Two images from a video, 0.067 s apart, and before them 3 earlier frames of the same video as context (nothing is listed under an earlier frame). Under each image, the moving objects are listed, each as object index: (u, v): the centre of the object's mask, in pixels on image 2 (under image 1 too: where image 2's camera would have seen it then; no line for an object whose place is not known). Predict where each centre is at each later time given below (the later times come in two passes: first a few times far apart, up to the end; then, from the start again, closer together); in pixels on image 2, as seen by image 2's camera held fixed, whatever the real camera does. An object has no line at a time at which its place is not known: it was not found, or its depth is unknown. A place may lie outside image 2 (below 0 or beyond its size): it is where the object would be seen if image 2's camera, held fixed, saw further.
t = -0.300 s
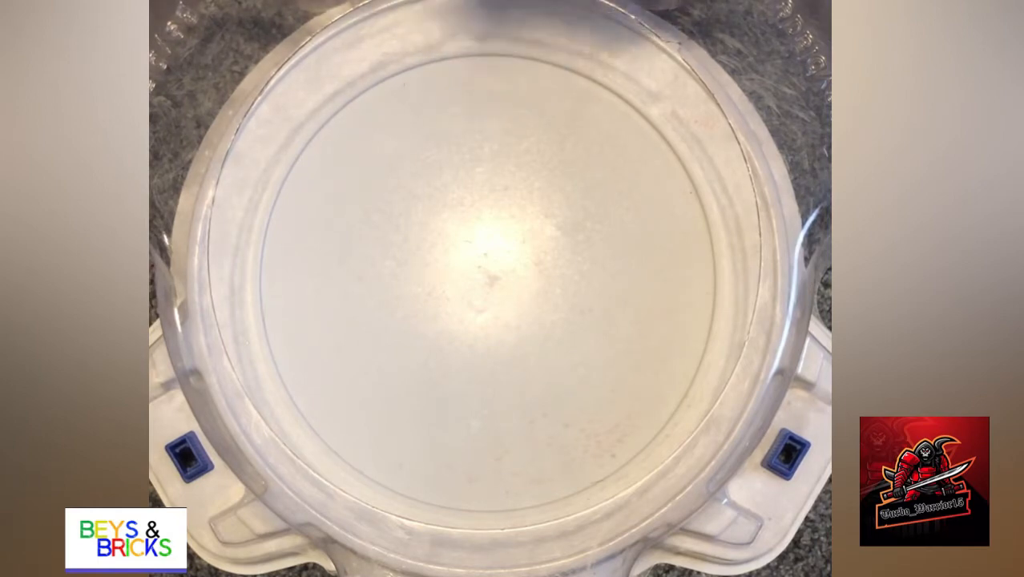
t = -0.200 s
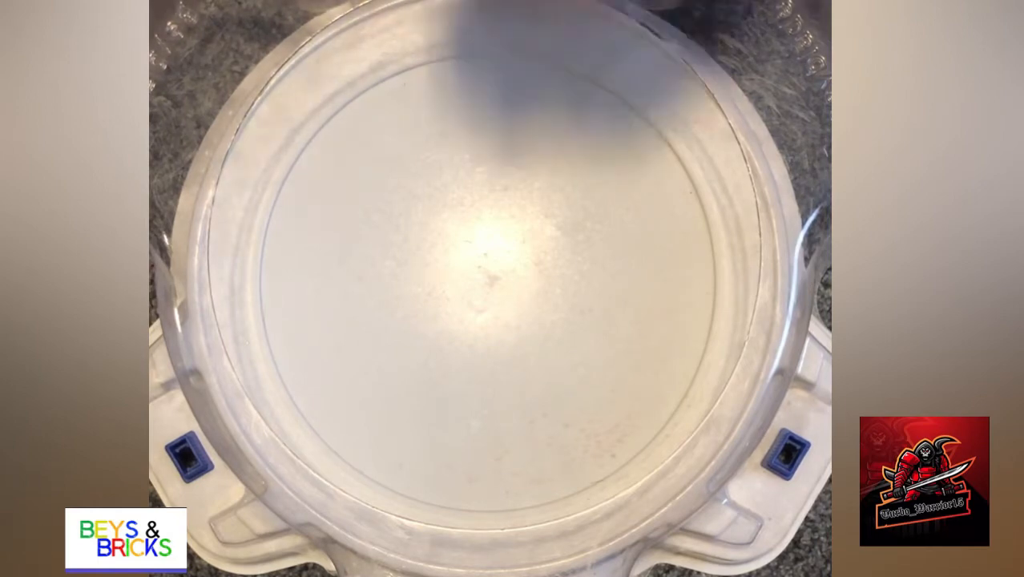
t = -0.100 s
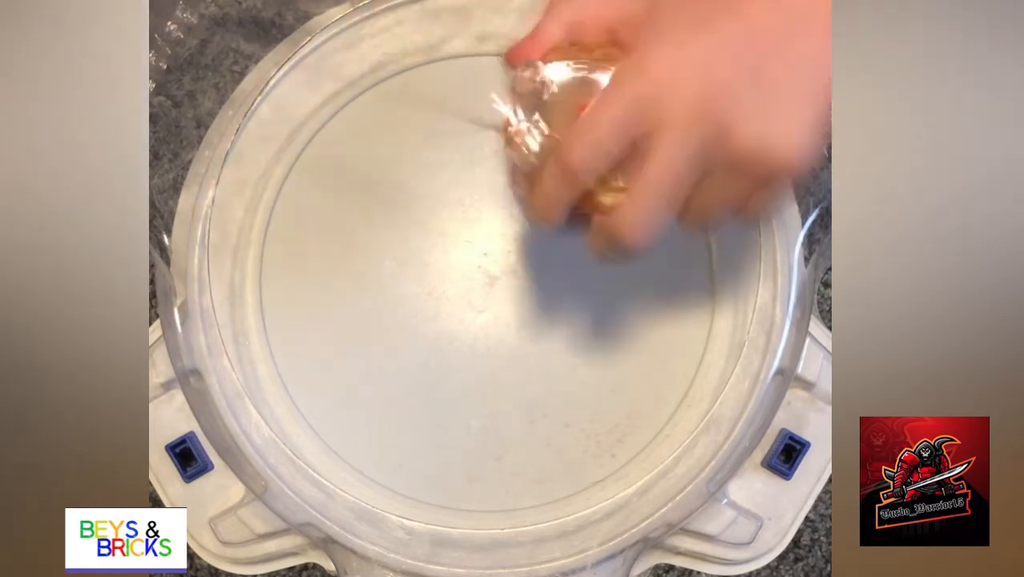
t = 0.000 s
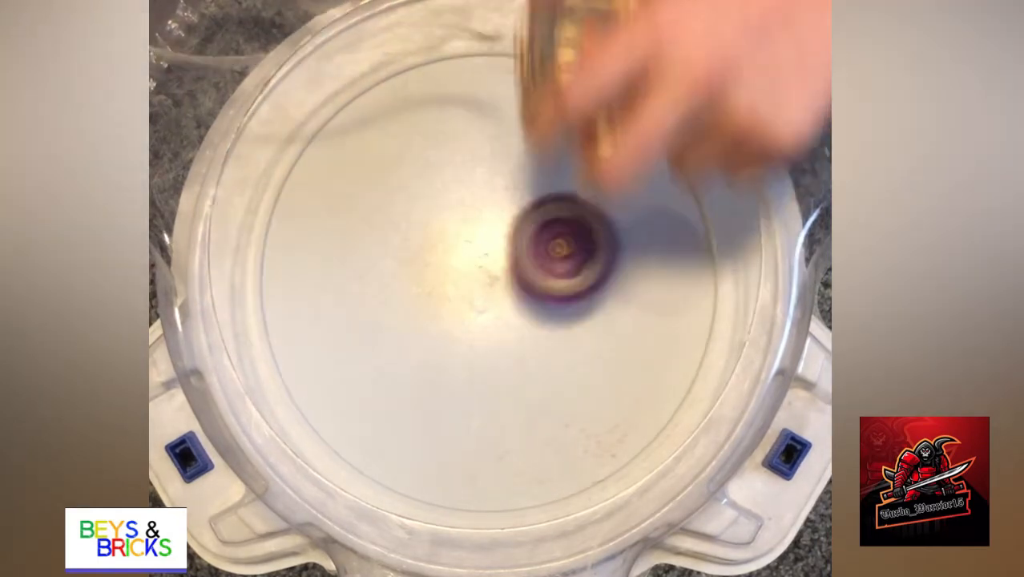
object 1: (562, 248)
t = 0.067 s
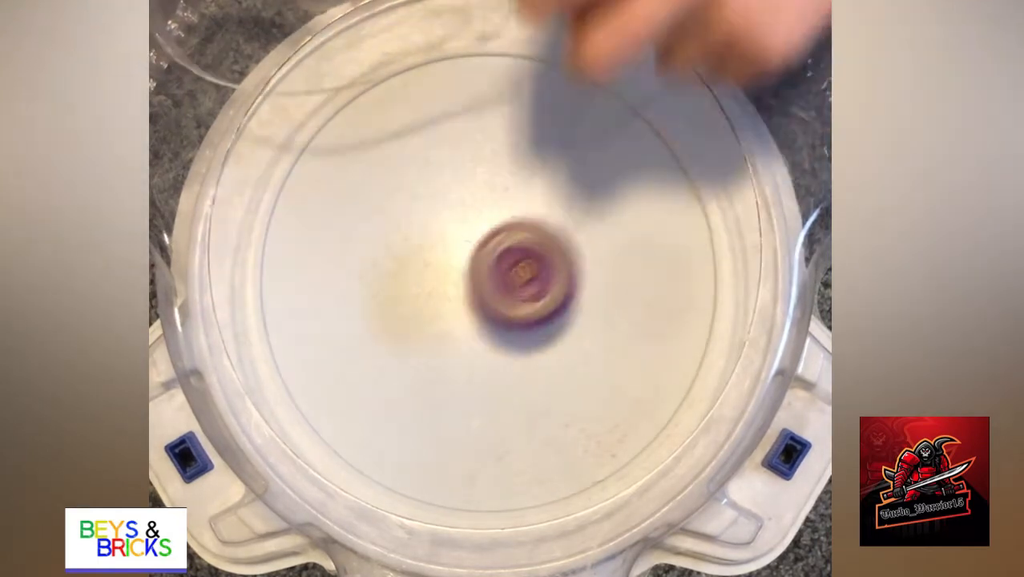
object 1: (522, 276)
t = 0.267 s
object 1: (430, 345)
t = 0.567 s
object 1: (467, 370)
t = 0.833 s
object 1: (498, 298)
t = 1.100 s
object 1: (402, 260)
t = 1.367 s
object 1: (404, 359)
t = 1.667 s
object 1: (521, 288)
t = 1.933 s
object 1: (430, 178)
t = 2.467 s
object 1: (533, 334)
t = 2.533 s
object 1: (564, 294)
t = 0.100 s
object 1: (501, 295)
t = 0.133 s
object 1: (484, 309)
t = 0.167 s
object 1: (466, 316)
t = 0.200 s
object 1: (451, 325)
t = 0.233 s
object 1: (439, 335)
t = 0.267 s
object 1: (430, 345)
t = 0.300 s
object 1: (424, 354)
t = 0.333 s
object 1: (422, 361)
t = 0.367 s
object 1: (423, 367)
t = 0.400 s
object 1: (426, 371)
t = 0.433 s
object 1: (432, 373)
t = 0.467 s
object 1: (439, 374)
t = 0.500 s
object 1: (447, 374)
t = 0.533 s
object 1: (457, 373)
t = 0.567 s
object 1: (467, 370)
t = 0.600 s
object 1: (477, 366)
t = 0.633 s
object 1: (486, 359)
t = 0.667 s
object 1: (494, 351)
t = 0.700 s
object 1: (500, 341)
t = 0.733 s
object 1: (503, 331)
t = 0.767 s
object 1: (504, 320)
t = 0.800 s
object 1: (502, 309)
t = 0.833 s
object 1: (498, 298)
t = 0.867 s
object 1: (491, 288)
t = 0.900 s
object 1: (482, 279)
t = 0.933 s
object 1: (470, 271)
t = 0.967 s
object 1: (457, 264)
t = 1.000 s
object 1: (444, 257)
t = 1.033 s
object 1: (429, 255)
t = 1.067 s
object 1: (415, 255)
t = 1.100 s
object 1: (402, 260)
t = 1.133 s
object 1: (391, 267)
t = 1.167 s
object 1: (383, 278)
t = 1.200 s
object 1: (377, 291)
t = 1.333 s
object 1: (391, 347)
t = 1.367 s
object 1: (404, 359)
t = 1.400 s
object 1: (418, 367)
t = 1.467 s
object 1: (451, 371)
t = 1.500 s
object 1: (468, 366)
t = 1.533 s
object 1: (484, 356)
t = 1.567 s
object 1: (498, 343)
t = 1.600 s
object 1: (509, 327)
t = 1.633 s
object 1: (517, 308)
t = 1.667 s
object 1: (521, 288)
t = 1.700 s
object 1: (522, 268)
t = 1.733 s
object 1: (518, 247)
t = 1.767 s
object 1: (510, 228)
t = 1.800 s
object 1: (499, 210)
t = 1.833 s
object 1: (485, 197)
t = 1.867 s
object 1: (468, 186)
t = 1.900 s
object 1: (450, 179)
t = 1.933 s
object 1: (430, 178)
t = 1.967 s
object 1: (410, 181)
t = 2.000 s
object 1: (392, 190)
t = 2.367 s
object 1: (462, 362)
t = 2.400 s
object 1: (488, 358)
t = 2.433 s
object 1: (511, 349)
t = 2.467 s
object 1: (533, 334)
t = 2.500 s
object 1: (550, 316)
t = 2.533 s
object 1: (564, 294)
